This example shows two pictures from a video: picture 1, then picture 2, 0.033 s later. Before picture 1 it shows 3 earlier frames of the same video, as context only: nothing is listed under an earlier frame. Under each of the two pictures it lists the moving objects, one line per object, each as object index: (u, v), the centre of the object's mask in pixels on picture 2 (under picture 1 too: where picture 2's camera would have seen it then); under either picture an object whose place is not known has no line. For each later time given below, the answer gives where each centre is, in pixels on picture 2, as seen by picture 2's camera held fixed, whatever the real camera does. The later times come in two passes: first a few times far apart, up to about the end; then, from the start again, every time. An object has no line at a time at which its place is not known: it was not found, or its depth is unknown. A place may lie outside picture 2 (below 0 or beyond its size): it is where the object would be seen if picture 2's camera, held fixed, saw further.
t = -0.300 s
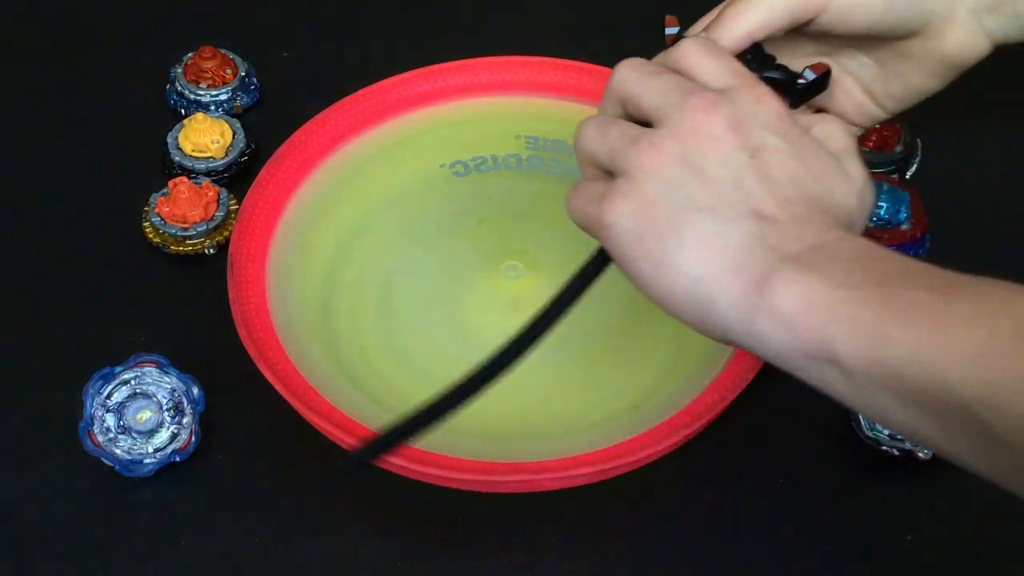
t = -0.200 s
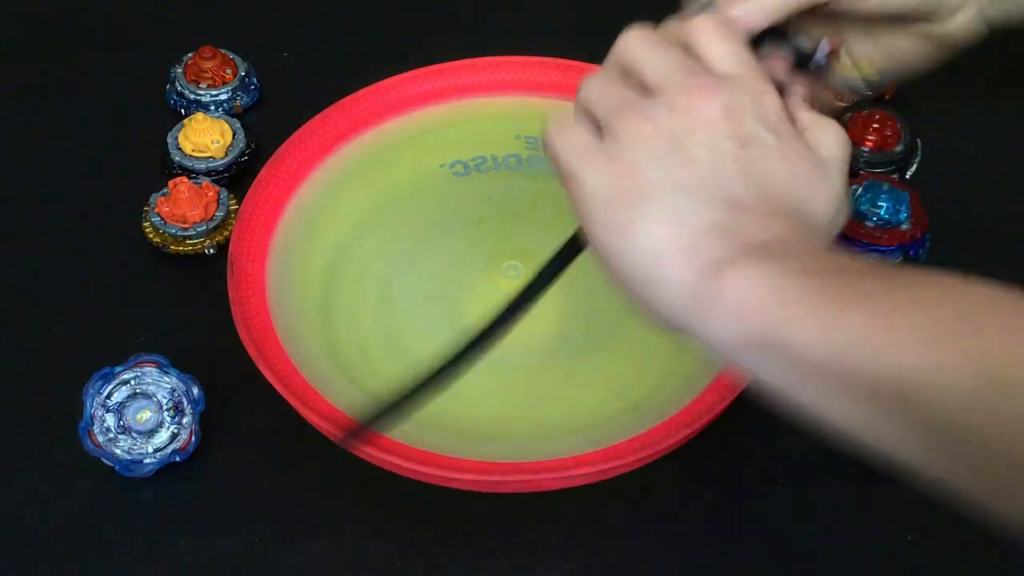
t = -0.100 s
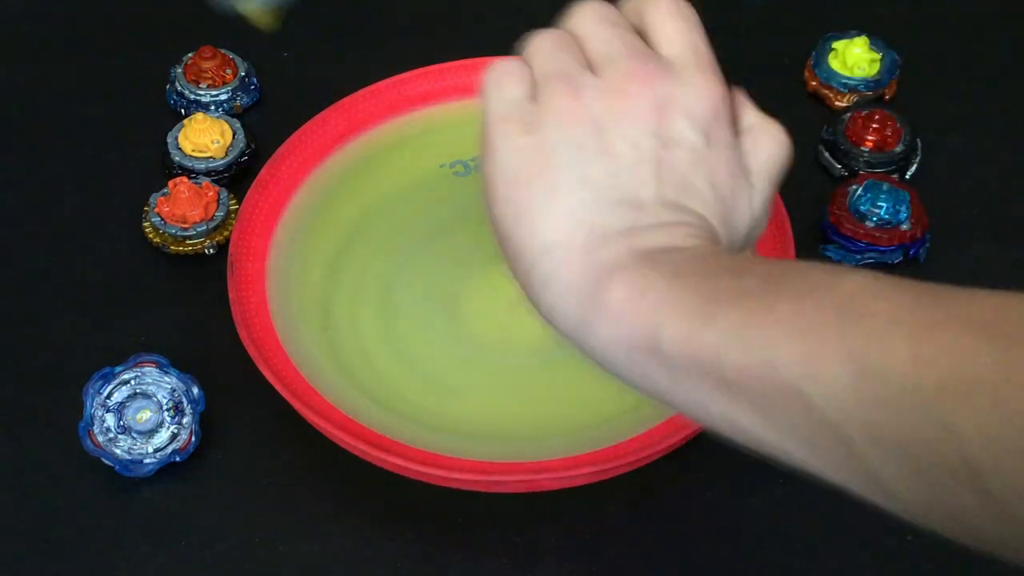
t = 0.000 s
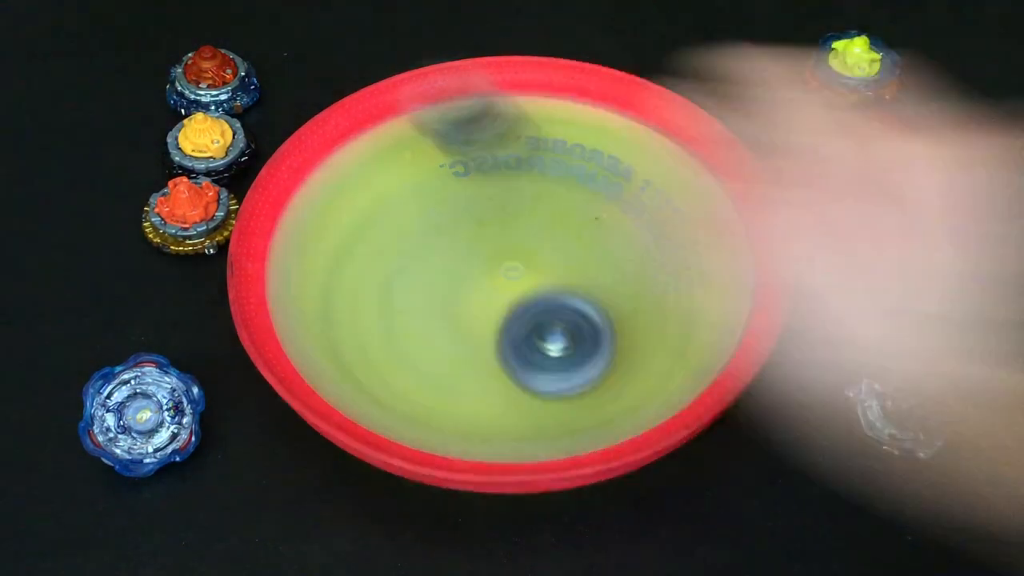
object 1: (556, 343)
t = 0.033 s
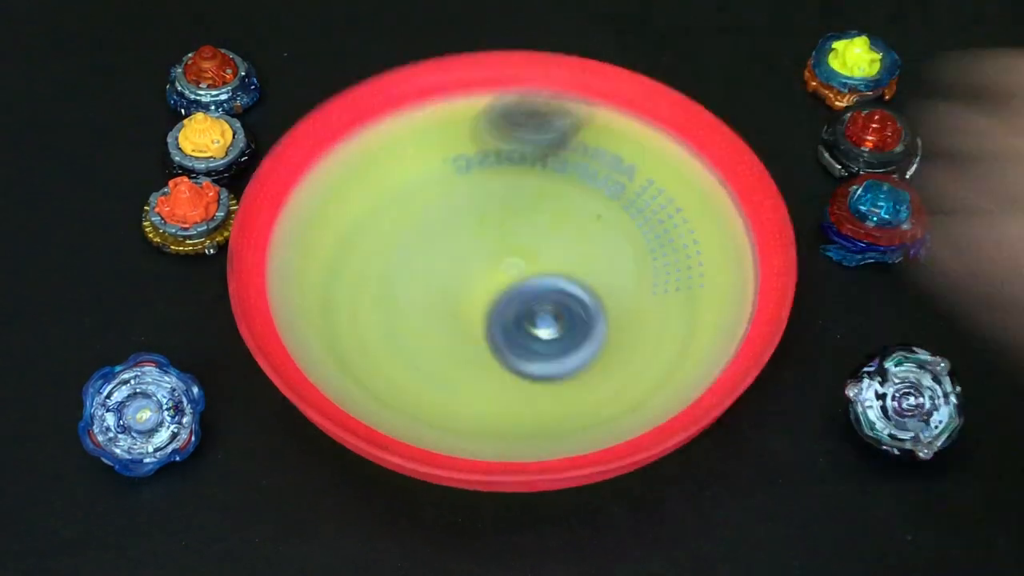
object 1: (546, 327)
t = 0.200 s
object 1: (535, 341)
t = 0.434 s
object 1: (699, 281)
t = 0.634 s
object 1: (707, 158)
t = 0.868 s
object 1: (550, 111)
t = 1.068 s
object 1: (444, 169)
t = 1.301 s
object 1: (440, 282)
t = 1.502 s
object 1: (550, 327)
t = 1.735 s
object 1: (648, 262)
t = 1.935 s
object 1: (617, 184)
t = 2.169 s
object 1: (503, 155)
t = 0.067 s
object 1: (536, 324)
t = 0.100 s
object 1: (526, 338)
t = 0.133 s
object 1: (522, 347)
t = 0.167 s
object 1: (526, 345)
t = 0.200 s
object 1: (535, 341)
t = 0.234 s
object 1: (550, 337)
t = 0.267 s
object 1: (572, 333)
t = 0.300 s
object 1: (601, 328)
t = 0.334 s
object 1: (627, 321)
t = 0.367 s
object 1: (653, 311)
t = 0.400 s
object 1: (678, 297)
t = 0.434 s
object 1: (699, 281)
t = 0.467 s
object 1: (712, 263)
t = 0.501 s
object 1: (723, 244)
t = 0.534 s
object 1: (727, 222)
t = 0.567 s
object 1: (727, 200)
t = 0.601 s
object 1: (720, 178)
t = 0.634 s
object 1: (707, 158)
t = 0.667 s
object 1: (689, 140)
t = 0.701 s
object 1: (667, 125)
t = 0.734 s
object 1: (643, 115)
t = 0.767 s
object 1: (618, 110)
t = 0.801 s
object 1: (594, 108)
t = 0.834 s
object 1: (572, 109)
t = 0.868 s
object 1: (550, 111)
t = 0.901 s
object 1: (528, 116)
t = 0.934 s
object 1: (508, 123)
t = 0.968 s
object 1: (490, 131)
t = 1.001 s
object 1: (472, 142)
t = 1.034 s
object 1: (457, 155)
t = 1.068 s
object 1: (444, 169)
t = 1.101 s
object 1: (435, 185)
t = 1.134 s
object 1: (430, 201)
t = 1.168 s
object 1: (427, 218)
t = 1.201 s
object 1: (426, 234)
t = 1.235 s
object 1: (427, 250)
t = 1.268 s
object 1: (432, 266)
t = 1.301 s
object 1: (440, 282)
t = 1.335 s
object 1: (453, 296)
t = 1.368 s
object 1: (469, 308)
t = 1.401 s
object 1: (487, 316)
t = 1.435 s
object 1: (508, 323)
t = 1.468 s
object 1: (529, 327)
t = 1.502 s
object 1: (550, 327)
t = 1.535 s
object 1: (570, 325)
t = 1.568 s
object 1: (590, 319)
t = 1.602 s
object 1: (607, 312)
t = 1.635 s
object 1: (622, 302)
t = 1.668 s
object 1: (634, 289)
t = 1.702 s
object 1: (643, 276)
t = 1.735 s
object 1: (648, 262)
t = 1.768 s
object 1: (650, 248)
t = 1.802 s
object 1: (650, 234)
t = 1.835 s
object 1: (646, 220)
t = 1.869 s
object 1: (639, 206)
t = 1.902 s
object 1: (630, 195)
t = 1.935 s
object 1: (617, 184)
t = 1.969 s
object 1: (604, 175)
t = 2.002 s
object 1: (589, 167)
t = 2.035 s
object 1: (572, 161)
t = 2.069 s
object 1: (555, 157)
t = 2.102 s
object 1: (537, 154)
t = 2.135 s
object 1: (520, 154)
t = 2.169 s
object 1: (503, 155)
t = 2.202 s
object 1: (487, 158)
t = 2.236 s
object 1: (473, 162)
